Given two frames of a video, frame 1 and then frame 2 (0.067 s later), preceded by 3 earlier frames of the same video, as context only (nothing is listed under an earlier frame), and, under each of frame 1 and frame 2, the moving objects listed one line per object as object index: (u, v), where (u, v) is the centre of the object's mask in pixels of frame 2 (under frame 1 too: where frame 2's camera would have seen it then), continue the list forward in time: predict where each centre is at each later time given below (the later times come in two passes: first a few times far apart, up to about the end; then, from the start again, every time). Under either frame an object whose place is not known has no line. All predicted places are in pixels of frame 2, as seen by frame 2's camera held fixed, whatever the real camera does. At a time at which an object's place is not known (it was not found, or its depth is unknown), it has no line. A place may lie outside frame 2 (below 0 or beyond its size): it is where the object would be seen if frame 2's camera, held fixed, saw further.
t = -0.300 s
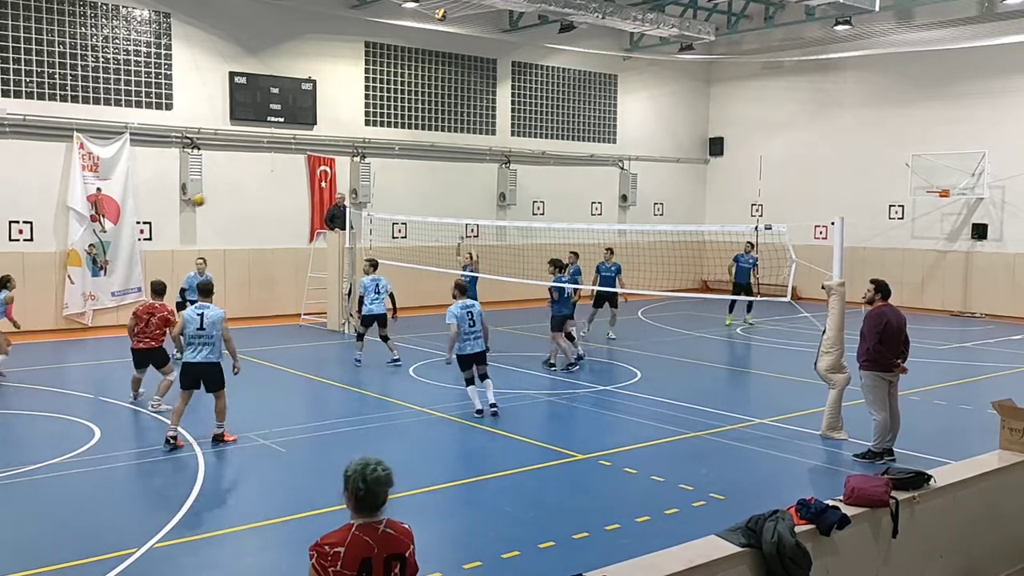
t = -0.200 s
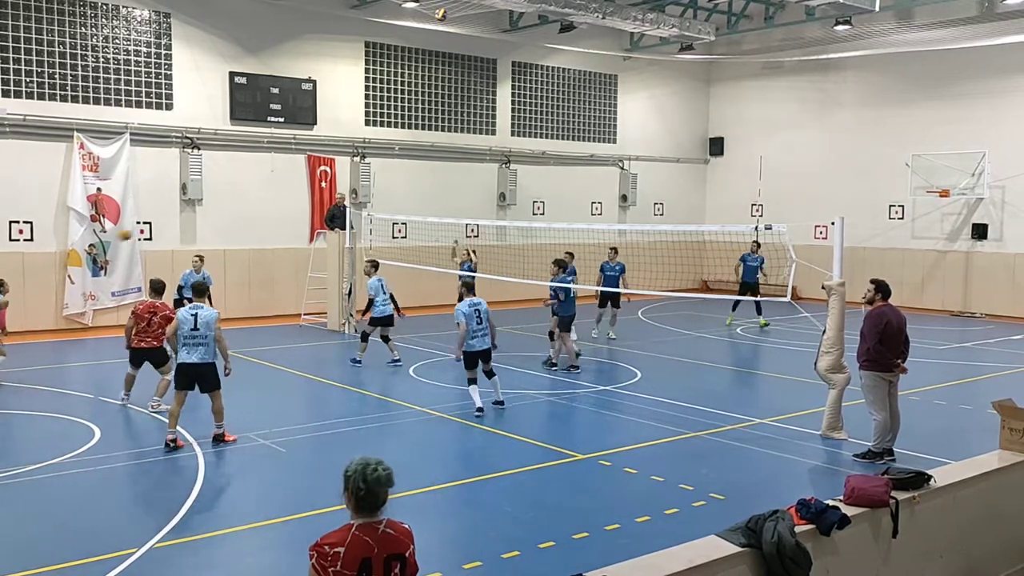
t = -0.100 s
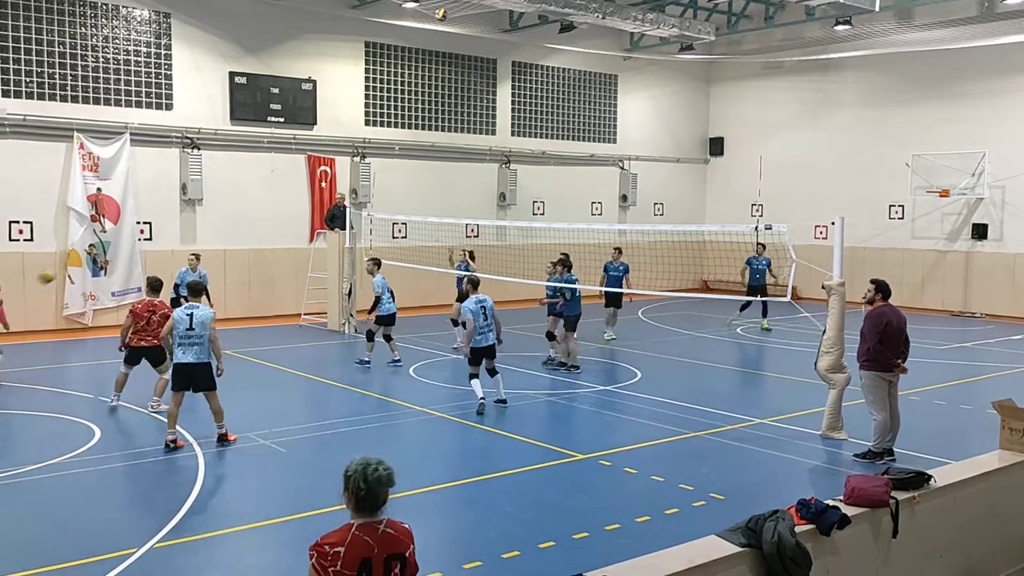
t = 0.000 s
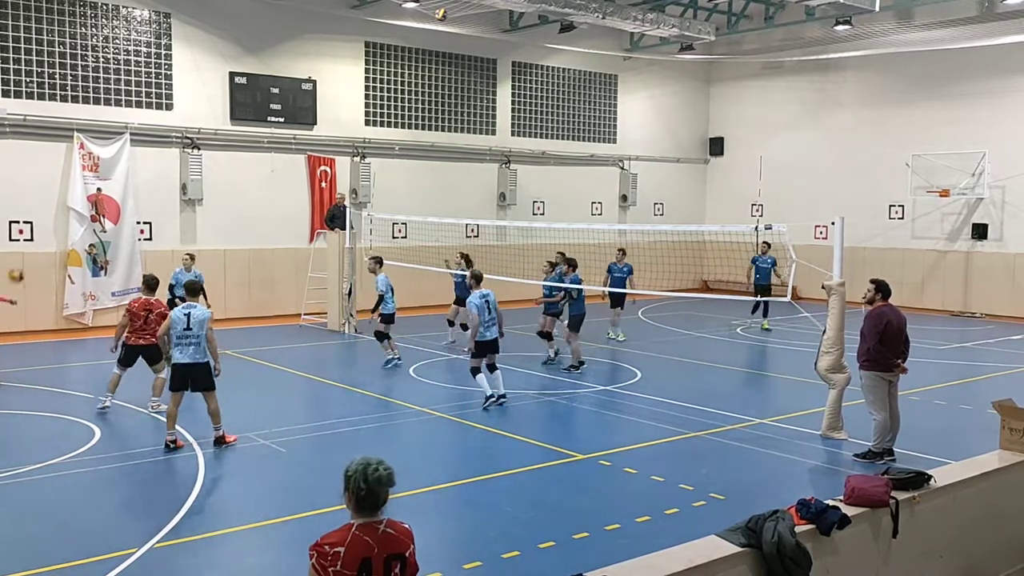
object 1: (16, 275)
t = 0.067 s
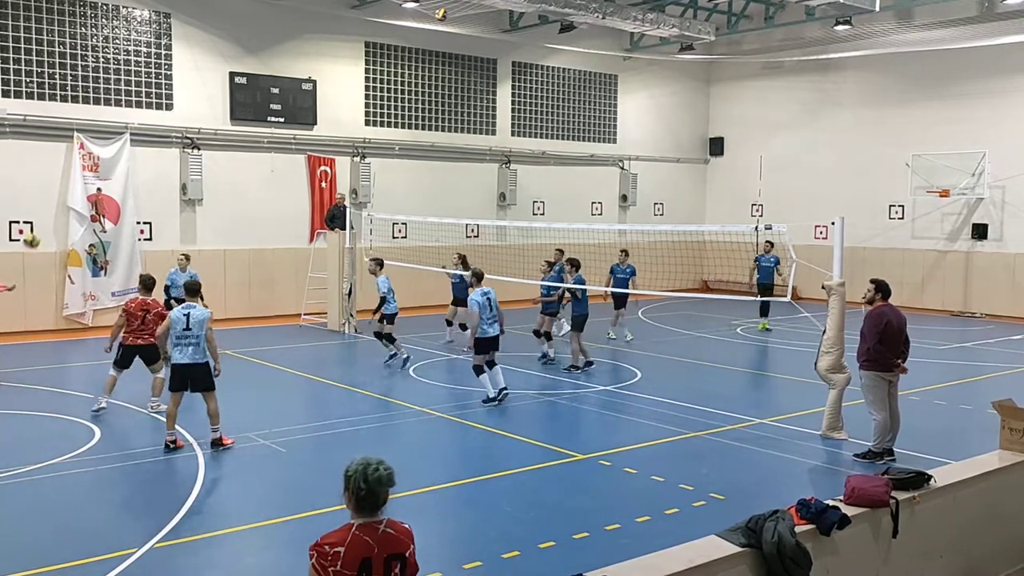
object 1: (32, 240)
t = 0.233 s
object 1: (68, 172)
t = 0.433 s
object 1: (111, 116)
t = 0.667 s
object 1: (159, 85)
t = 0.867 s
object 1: (198, 90)
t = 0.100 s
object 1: (39, 226)
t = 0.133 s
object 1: (46, 211)
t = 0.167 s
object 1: (54, 197)
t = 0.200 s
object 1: (61, 184)
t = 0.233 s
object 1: (68, 172)
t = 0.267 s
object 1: (75, 161)
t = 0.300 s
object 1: (83, 150)
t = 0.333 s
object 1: (90, 139)
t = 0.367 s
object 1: (96, 131)
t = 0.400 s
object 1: (104, 124)
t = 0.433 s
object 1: (111, 116)
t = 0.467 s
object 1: (118, 109)
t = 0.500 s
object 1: (125, 104)
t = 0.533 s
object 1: (132, 98)
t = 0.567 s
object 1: (140, 94)
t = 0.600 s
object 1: (145, 90)
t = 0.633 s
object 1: (151, 88)
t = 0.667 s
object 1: (159, 85)
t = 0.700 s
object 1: (165, 84)
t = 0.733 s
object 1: (172, 84)
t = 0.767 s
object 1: (179, 85)
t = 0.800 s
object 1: (186, 85)
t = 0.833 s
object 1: (192, 87)
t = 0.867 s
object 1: (198, 90)
